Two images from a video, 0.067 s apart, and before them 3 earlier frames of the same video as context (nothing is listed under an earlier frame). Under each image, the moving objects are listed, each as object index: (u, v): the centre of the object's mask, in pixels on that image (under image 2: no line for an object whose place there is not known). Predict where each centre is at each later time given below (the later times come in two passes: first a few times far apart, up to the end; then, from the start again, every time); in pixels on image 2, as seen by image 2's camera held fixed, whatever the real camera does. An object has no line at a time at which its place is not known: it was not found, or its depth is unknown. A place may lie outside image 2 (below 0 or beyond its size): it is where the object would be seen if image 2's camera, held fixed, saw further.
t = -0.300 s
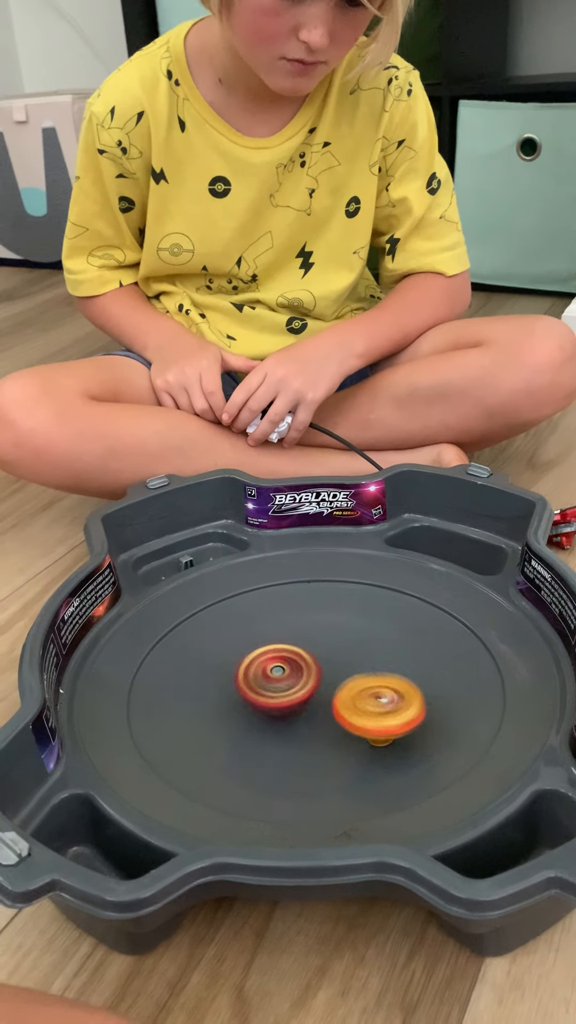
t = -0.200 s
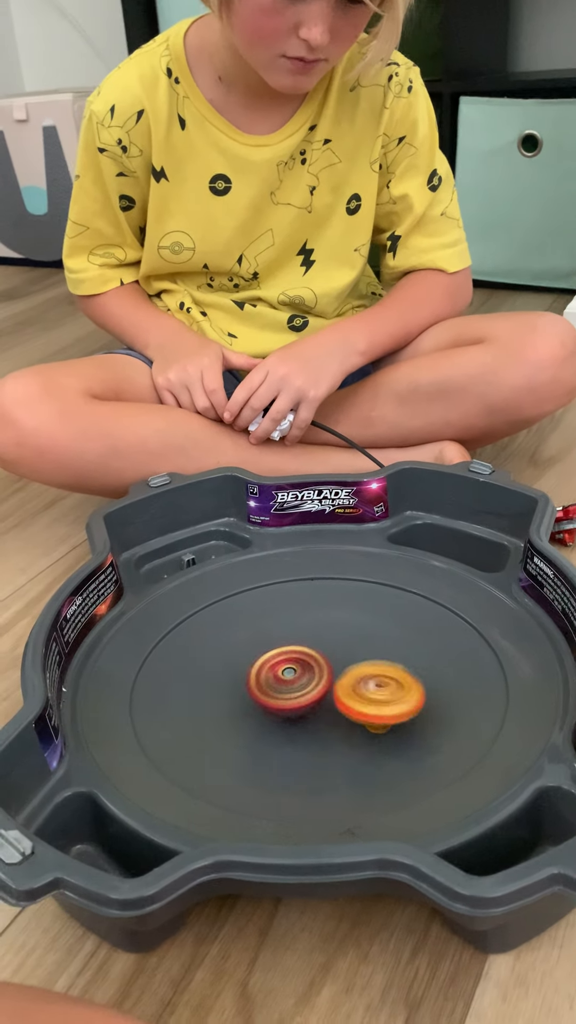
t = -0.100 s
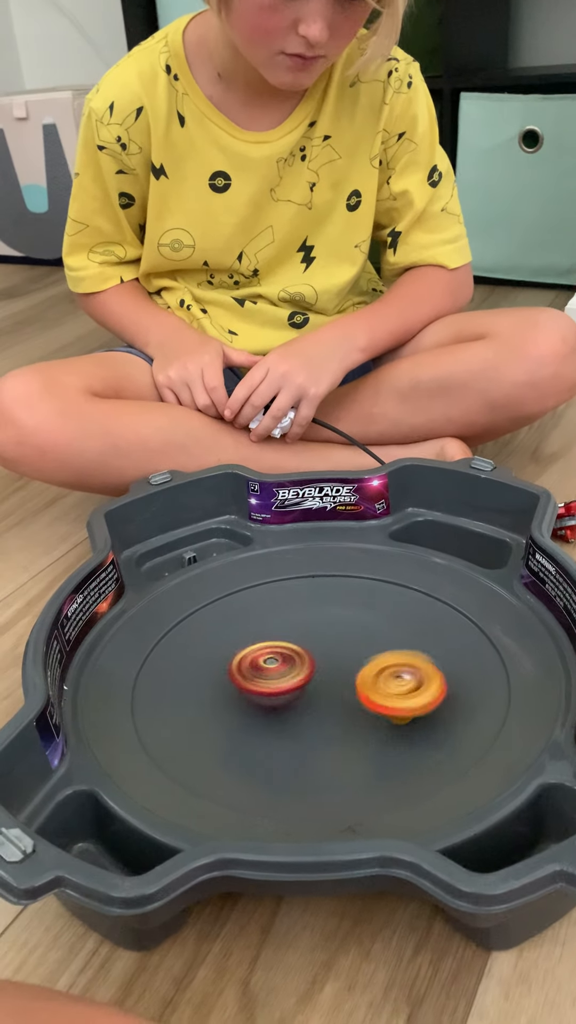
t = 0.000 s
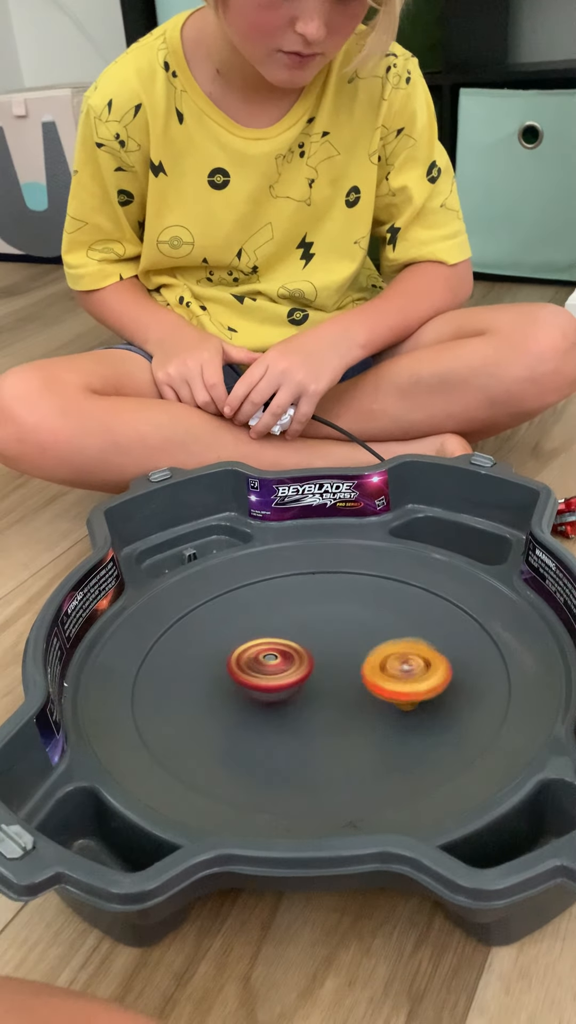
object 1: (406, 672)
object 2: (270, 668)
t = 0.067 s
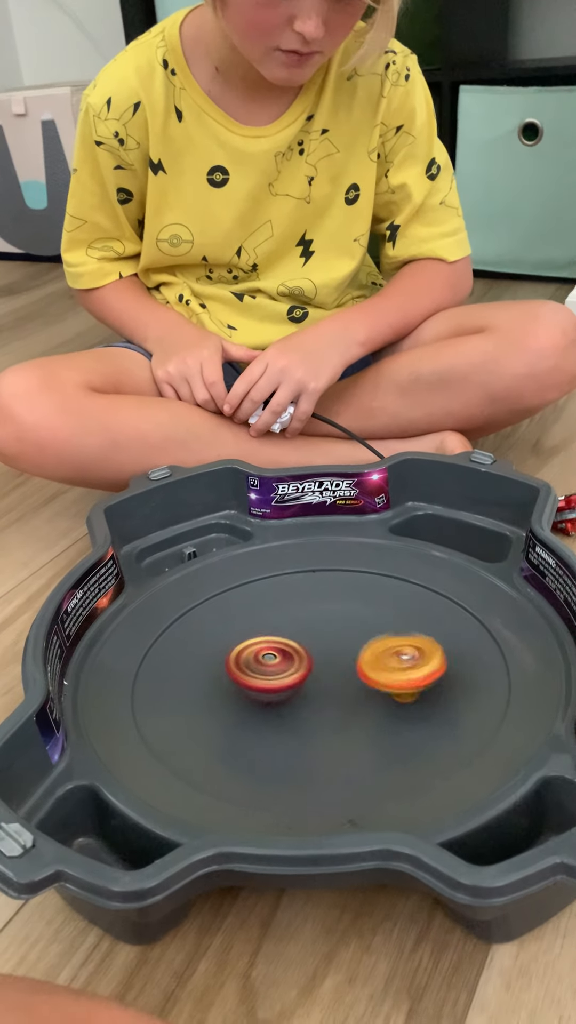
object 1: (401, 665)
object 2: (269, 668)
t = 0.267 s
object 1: (365, 653)
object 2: (270, 671)
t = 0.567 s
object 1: (408, 635)
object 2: (248, 672)
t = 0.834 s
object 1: (363, 667)
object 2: (263, 675)
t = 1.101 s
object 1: (346, 677)
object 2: (250, 672)
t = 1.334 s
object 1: (341, 696)
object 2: (245, 663)
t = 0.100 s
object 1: (398, 661)
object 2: (268, 668)
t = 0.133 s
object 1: (394, 660)
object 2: (268, 669)
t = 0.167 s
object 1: (389, 657)
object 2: (268, 669)
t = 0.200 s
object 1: (381, 656)
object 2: (268, 670)
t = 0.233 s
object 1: (374, 654)
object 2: (269, 671)
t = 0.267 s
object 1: (365, 653)
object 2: (270, 671)
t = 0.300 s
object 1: (355, 652)
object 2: (272, 672)
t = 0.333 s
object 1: (369, 651)
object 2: (262, 672)
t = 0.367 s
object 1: (380, 648)
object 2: (251, 673)
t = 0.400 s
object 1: (388, 644)
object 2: (246, 673)
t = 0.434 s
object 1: (396, 639)
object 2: (246, 672)
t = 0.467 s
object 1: (403, 638)
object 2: (247, 671)
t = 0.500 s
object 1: (405, 639)
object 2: (247, 671)
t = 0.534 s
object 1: (405, 637)
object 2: (248, 672)
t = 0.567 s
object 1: (408, 635)
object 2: (248, 672)
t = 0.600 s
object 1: (411, 639)
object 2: (248, 672)
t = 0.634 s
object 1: (404, 642)
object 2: (249, 673)
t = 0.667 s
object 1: (398, 645)
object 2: (250, 673)
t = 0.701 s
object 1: (394, 647)
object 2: (252, 673)
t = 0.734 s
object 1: (388, 651)
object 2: (254, 674)
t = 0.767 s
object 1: (378, 657)
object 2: (257, 674)
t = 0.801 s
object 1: (370, 663)
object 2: (260, 675)
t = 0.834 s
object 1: (363, 667)
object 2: (263, 675)
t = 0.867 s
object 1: (354, 668)
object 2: (267, 675)
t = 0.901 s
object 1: (353, 668)
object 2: (261, 675)
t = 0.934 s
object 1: (350, 669)
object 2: (256, 675)
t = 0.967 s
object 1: (346, 669)
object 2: (256, 675)
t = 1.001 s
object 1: (346, 670)
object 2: (255, 675)
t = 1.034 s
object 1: (345, 671)
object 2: (255, 674)
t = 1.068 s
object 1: (344, 674)
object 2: (254, 673)
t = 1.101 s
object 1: (346, 677)
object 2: (250, 672)
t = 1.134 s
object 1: (346, 681)
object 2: (250, 671)
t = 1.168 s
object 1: (344, 684)
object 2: (249, 671)
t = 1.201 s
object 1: (342, 688)
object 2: (249, 670)
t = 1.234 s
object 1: (340, 692)
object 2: (248, 669)
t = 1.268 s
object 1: (337, 691)
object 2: (249, 668)
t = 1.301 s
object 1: (334, 692)
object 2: (250, 668)
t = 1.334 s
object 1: (341, 696)
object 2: (245, 663)
